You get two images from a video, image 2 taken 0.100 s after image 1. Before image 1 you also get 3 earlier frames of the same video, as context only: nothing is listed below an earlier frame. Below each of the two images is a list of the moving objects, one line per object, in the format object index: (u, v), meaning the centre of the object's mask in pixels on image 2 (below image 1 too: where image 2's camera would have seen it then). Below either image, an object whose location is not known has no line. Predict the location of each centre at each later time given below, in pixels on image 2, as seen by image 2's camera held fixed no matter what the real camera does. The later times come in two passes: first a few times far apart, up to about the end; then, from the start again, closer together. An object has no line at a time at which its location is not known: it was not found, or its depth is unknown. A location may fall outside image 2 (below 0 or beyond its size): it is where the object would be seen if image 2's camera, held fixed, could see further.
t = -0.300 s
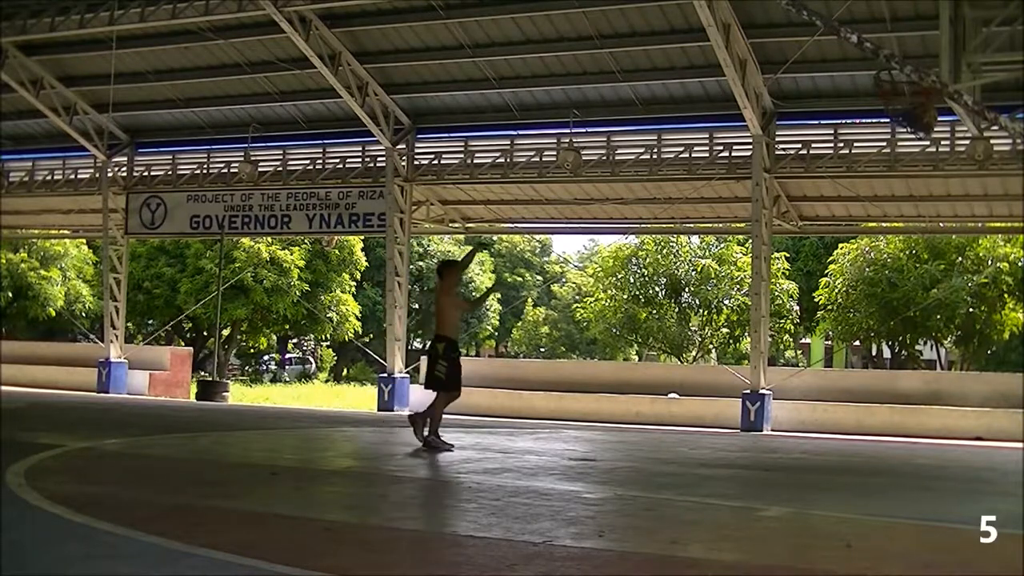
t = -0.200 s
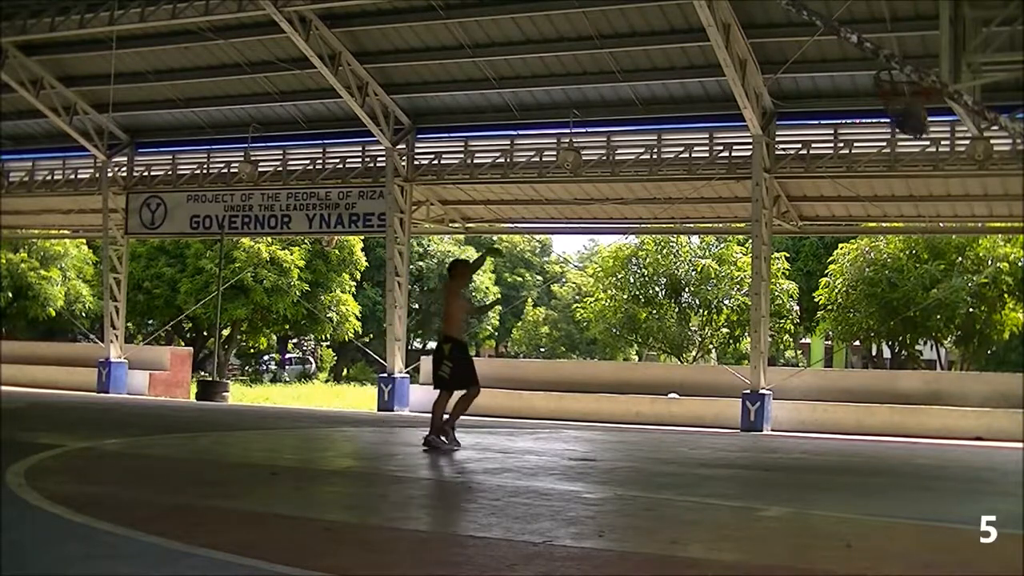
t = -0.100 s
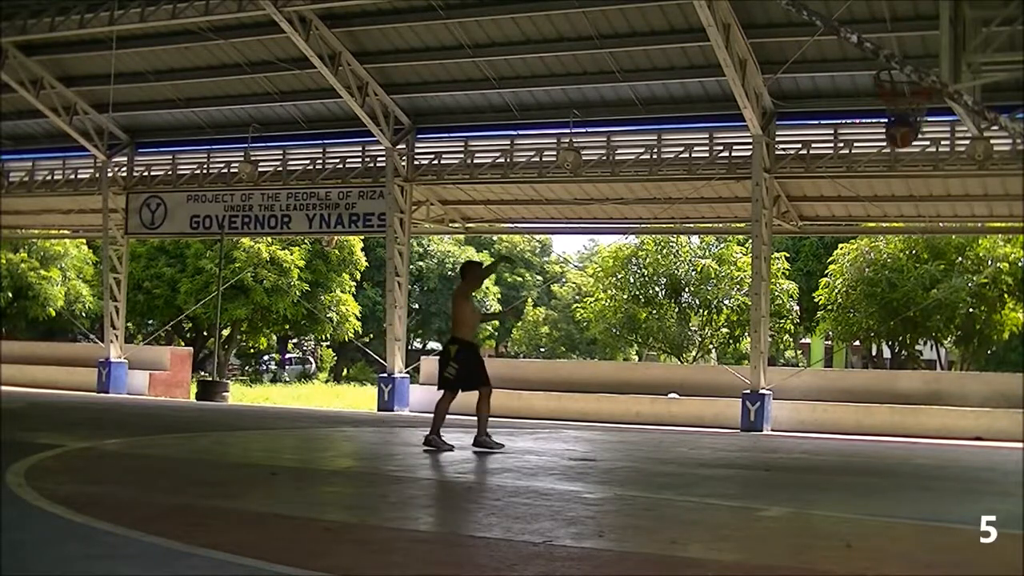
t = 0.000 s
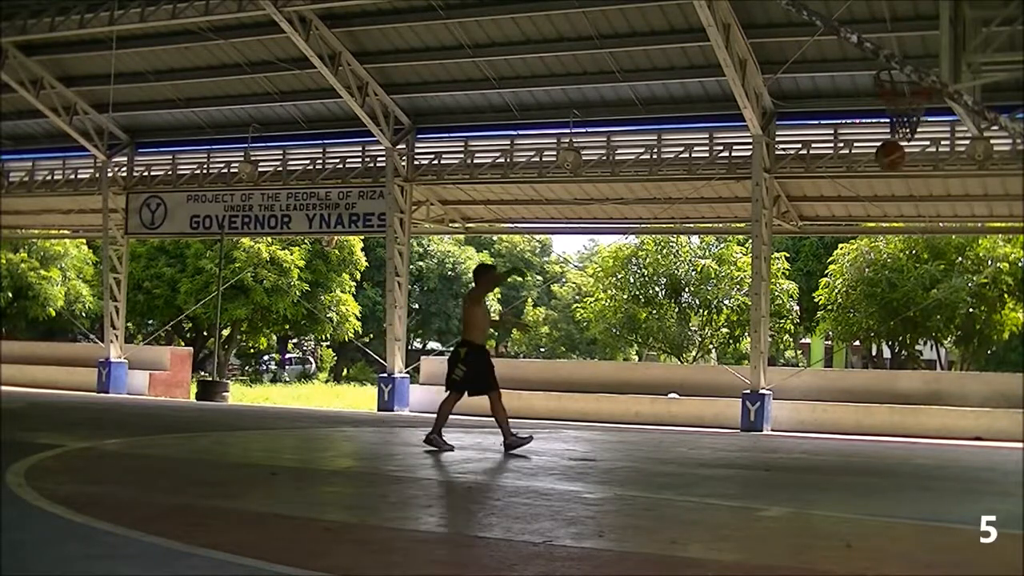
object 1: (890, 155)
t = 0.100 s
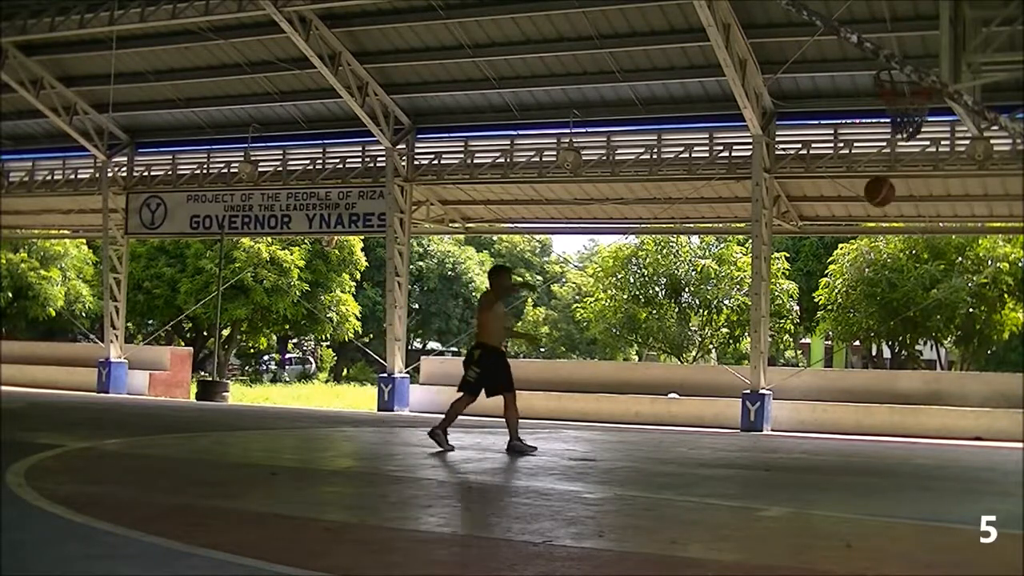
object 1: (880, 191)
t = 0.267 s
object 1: (863, 279)
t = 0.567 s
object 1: (828, 421)
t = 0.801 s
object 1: (812, 301)
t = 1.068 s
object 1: (786, 243)
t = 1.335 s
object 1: (758, 275)
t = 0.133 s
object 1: (876, 206)
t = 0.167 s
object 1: (872, 222)
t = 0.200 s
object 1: (869, 240)
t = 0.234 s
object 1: (864, 259)
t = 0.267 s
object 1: (863, 279)
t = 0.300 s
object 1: (860, 302)
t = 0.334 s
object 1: (855, 323)
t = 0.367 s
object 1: (852, 349)
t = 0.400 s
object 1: (847, 375)
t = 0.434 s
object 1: (842, 402)
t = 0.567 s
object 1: (828, 421)
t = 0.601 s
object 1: (826, 400)
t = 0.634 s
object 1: (824, 380)
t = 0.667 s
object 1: (821, 361)
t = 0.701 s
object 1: (818, 344)
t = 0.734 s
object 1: (816, 328)
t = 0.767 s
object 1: (814, 315)
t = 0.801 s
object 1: (812, 301)
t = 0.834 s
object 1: (809, 291)
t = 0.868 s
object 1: (805, 279)
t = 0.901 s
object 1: (802, 269)
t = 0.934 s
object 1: (801, 262)
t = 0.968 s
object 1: (797, 256)
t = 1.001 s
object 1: (796, 251)
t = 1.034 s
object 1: (792, 245)
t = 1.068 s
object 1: (786, 243)
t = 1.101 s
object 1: (783, 242)
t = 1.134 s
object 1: (780, 242)
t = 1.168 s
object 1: (776, 243)
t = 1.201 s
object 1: (773, 247)
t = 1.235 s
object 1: (769, 252)
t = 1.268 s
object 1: (765, 258)
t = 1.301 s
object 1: (762, 266)
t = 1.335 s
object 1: (758, 275)
